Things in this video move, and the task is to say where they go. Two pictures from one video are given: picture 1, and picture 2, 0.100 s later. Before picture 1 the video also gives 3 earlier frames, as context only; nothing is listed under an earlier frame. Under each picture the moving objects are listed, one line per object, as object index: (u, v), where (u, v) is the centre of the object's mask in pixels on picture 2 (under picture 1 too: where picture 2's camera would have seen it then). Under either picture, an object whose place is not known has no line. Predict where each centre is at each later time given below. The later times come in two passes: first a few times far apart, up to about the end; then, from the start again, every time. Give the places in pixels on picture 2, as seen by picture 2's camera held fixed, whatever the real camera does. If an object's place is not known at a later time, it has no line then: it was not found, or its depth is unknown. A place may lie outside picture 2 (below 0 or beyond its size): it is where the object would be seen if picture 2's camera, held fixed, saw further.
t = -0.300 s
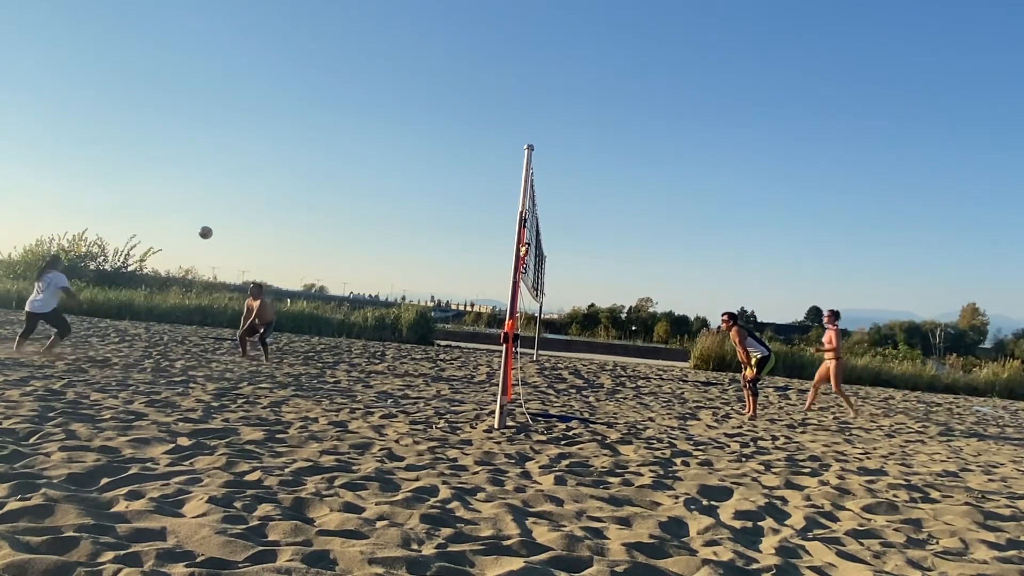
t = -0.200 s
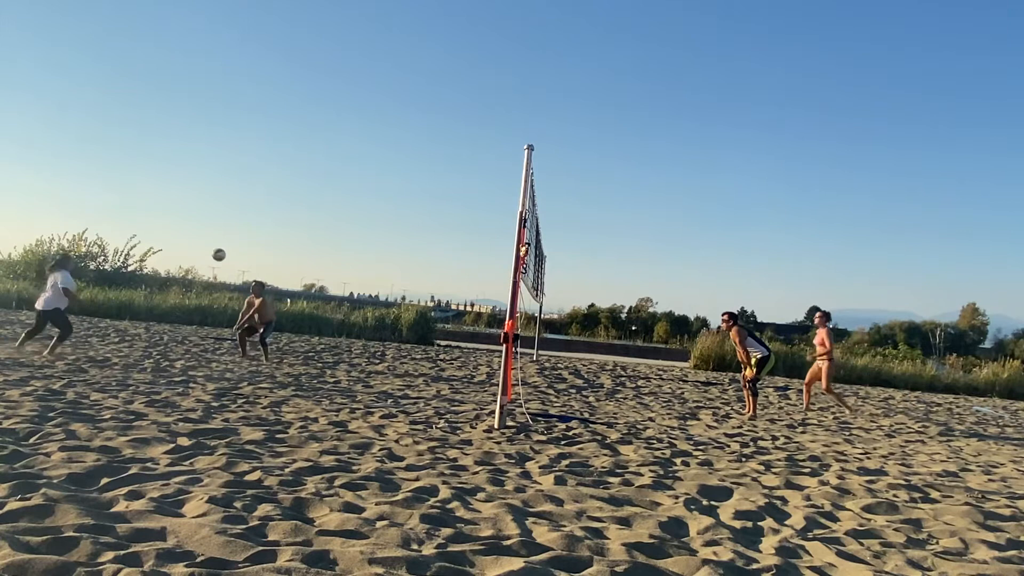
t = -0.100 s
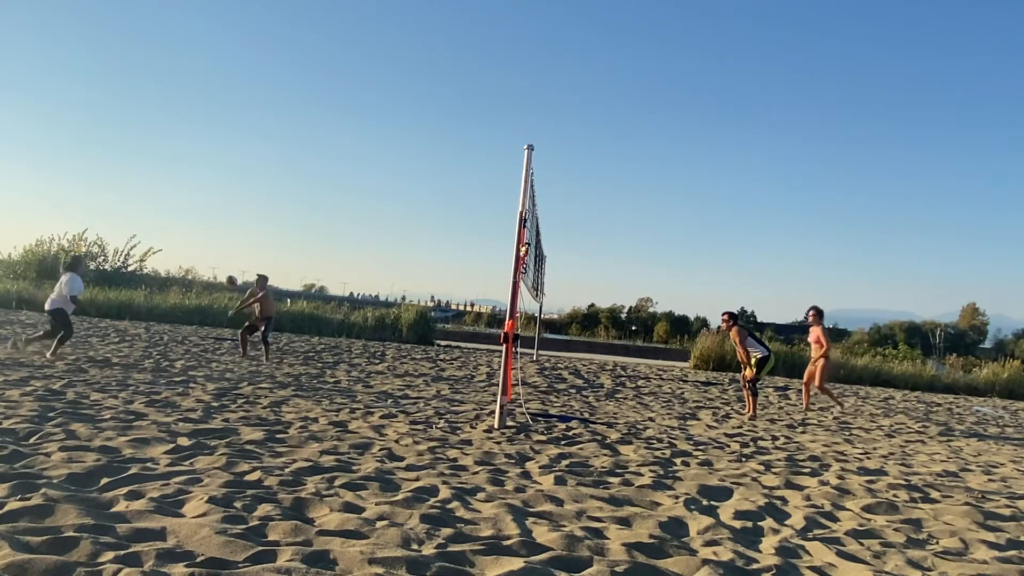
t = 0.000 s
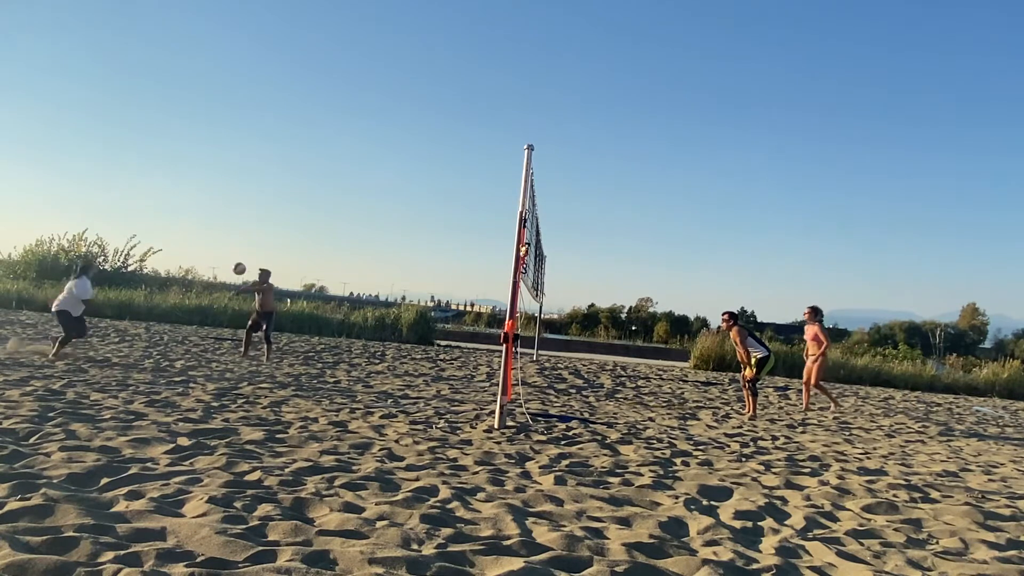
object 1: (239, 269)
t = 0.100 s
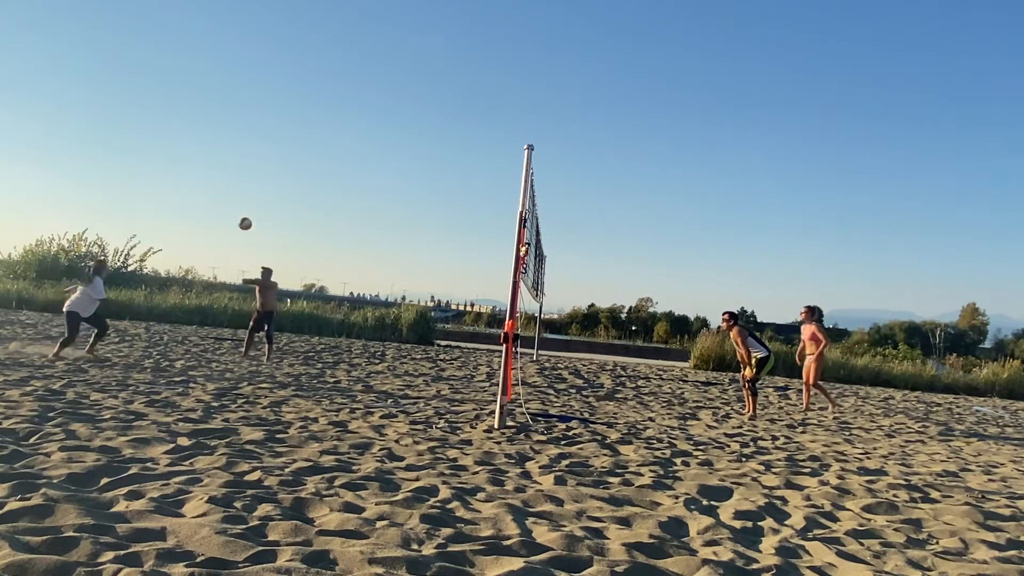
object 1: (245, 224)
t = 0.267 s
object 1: (254, 160)
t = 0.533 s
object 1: (267, 92)
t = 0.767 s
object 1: (275, 67)
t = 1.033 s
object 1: (282, 83)
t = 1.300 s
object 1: (286, 154)
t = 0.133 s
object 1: (247, 210)
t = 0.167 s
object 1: (249, 196)
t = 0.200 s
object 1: (250, 183)
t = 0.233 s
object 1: (252, 171)
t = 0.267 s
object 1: (254, 160)
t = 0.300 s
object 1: (256, 149)
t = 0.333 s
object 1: (257, 139)
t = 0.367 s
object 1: (259, 129)
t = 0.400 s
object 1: (261, 121)
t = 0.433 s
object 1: (262, 112)
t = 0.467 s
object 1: (264, 105)
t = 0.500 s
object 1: (265, 98)
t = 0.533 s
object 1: (267, 92)
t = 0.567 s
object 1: (268, 86)
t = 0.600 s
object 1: (269, 81)
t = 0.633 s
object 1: (271, 77)
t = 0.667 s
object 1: (272, 73)
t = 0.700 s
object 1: (273, 71)
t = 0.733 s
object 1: (274, 68)
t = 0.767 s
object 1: (275, 67)
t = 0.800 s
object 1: (276, 66)
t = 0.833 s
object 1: (277, 66)
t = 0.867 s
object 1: (278, 67)
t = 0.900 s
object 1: (279, 69)
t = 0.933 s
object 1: (280, 71)
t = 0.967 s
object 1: (281, 74)
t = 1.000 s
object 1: (281, 79)
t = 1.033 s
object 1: (282, 83)
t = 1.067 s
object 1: (283, 89)
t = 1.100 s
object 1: (283, 96)
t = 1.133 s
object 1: (284, 103)
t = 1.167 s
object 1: (284, 112)
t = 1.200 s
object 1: (285, 121)
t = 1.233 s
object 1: (285, 131)
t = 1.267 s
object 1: (286, 142)
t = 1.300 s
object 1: (286, 154)
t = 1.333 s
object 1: (286, 167)
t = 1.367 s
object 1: (286, 181)
